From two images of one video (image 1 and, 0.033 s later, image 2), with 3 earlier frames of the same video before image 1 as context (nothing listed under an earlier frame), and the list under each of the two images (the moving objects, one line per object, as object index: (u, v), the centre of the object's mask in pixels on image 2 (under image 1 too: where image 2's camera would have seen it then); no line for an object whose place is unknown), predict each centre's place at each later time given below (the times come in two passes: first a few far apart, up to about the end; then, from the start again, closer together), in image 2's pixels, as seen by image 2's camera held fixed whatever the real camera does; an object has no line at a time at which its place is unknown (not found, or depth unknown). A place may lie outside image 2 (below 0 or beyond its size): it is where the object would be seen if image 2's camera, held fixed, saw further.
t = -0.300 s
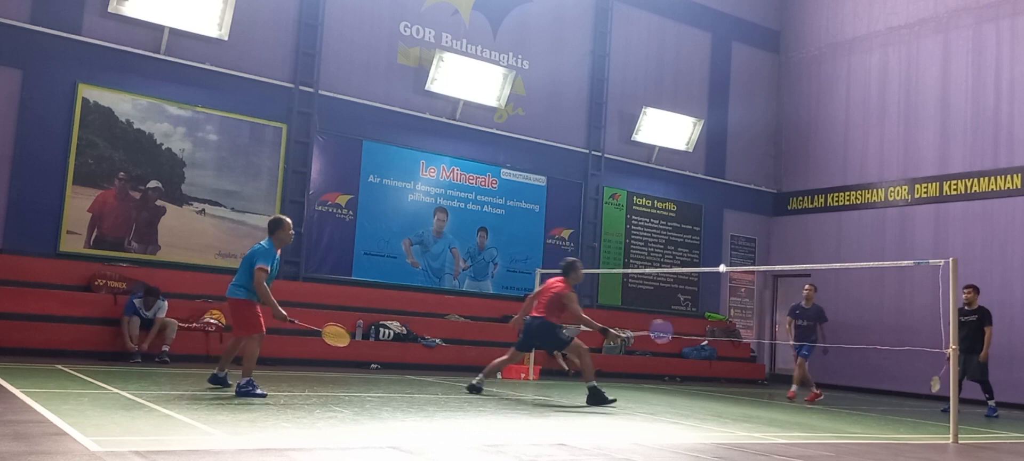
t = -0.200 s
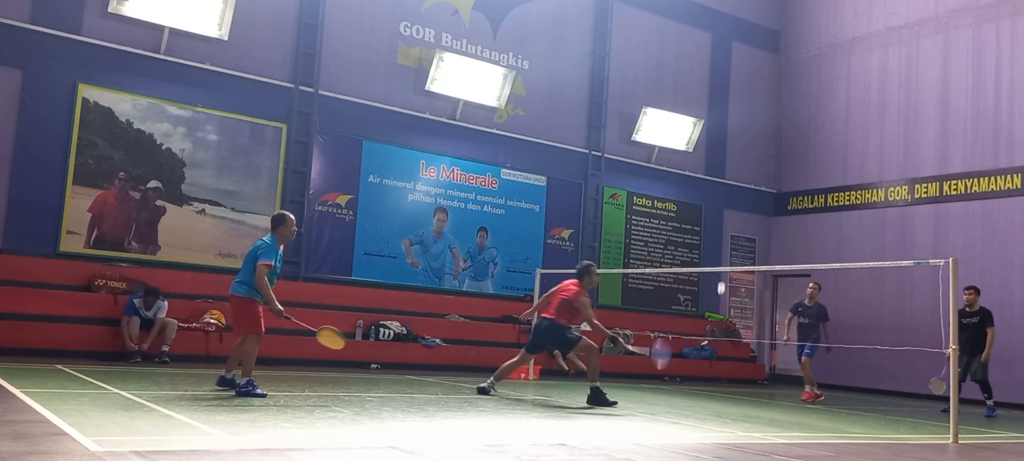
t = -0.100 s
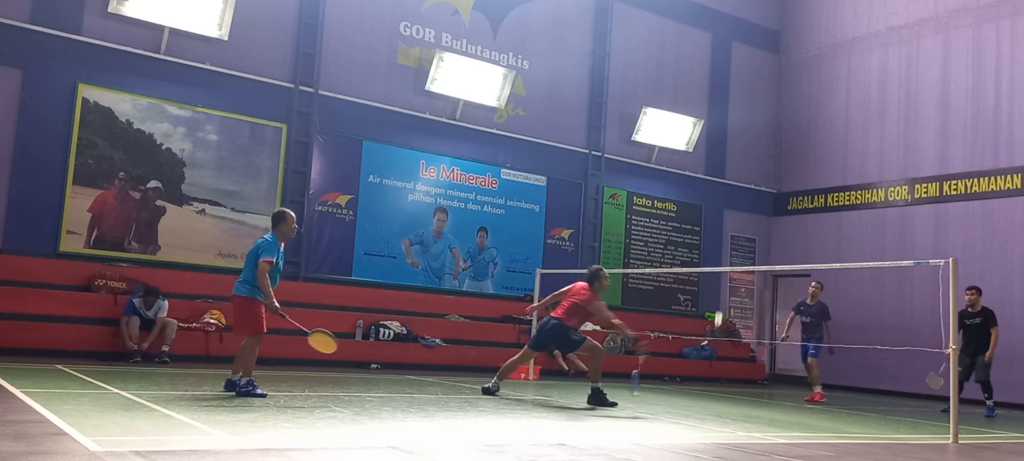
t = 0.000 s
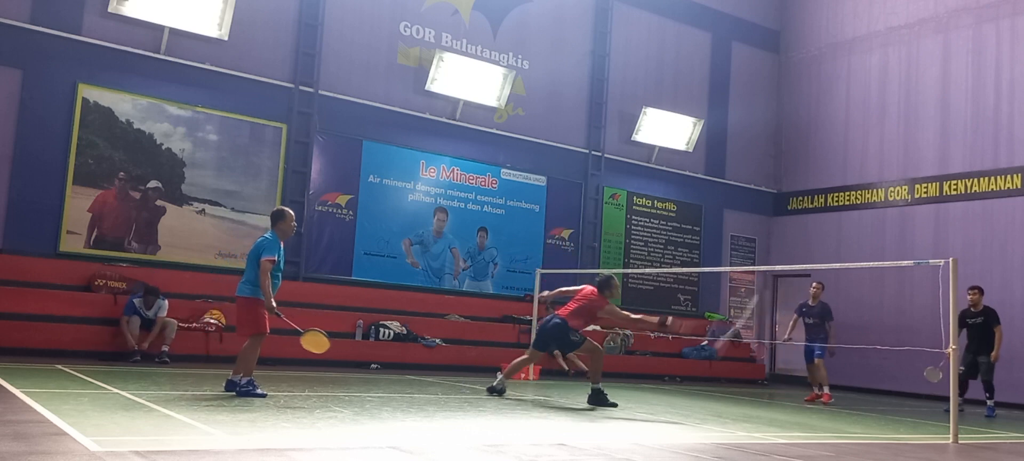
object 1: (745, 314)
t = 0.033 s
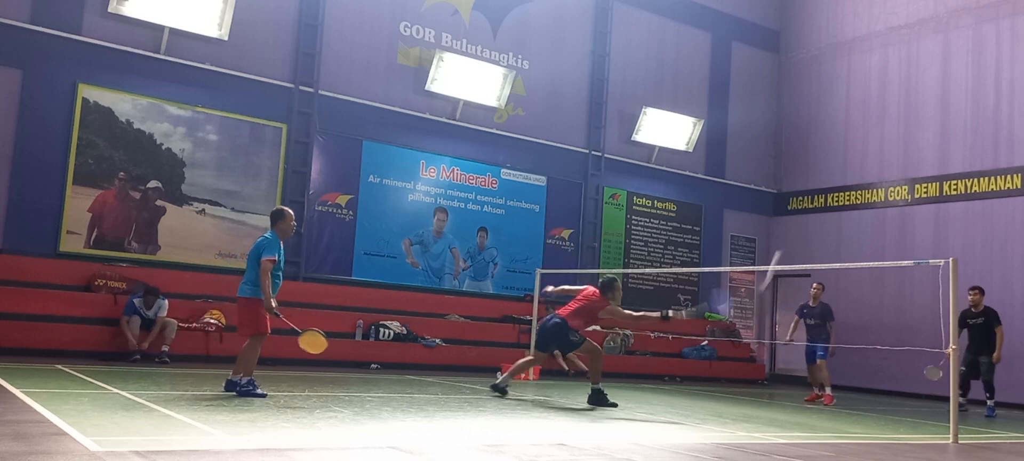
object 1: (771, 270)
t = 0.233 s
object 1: (891, 120)
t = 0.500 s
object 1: (967, 61)
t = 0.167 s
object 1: (860, 154)
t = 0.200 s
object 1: (876, 136)
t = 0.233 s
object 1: (891, 120)
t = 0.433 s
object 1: (952, 68)
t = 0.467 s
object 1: (960, 64)
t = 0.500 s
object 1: (967, 61)
